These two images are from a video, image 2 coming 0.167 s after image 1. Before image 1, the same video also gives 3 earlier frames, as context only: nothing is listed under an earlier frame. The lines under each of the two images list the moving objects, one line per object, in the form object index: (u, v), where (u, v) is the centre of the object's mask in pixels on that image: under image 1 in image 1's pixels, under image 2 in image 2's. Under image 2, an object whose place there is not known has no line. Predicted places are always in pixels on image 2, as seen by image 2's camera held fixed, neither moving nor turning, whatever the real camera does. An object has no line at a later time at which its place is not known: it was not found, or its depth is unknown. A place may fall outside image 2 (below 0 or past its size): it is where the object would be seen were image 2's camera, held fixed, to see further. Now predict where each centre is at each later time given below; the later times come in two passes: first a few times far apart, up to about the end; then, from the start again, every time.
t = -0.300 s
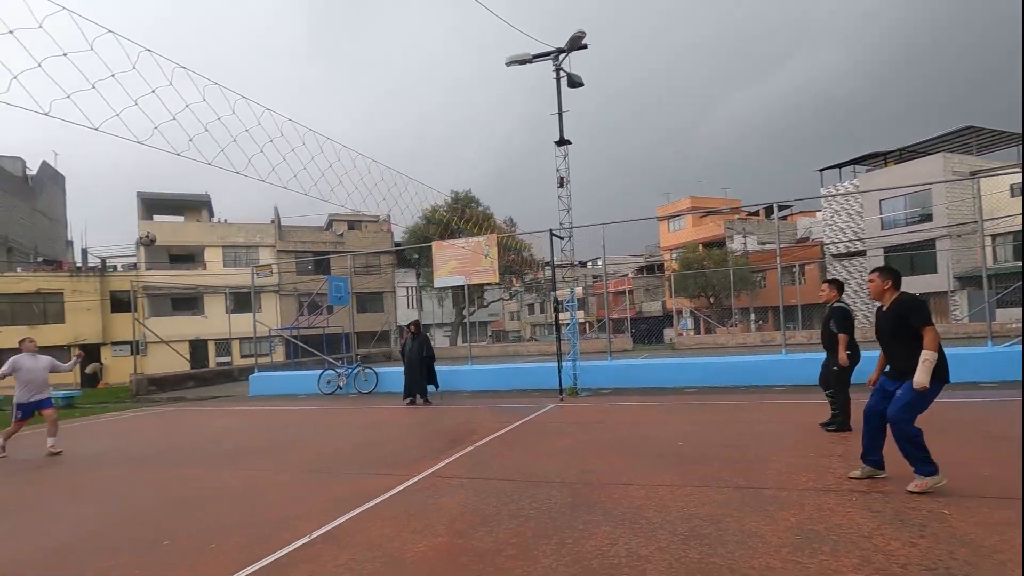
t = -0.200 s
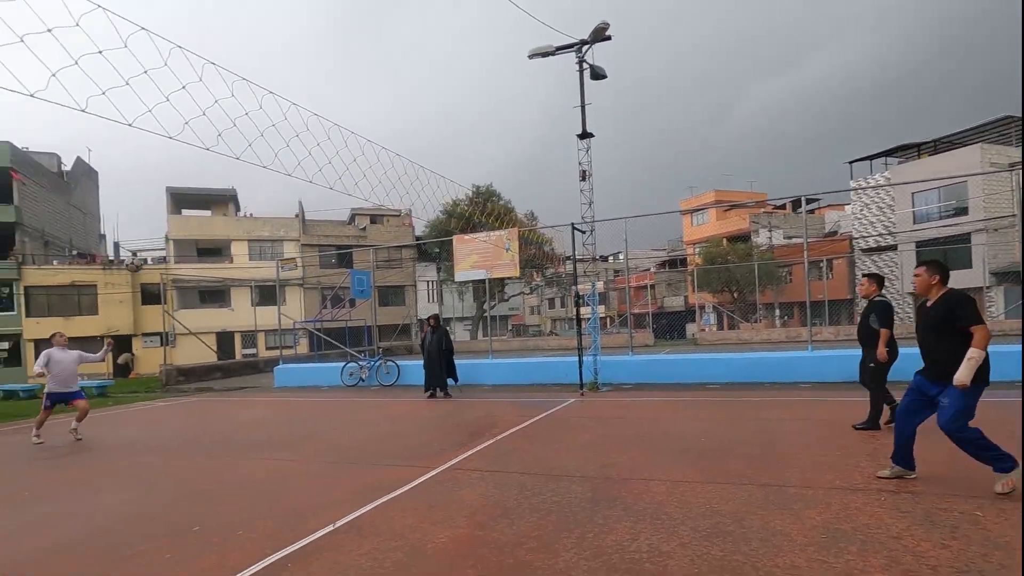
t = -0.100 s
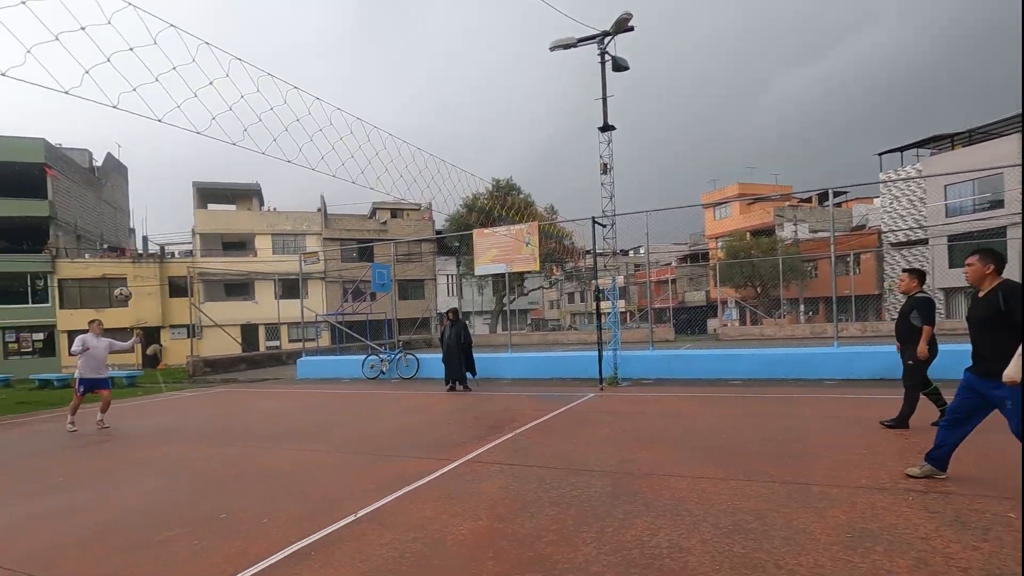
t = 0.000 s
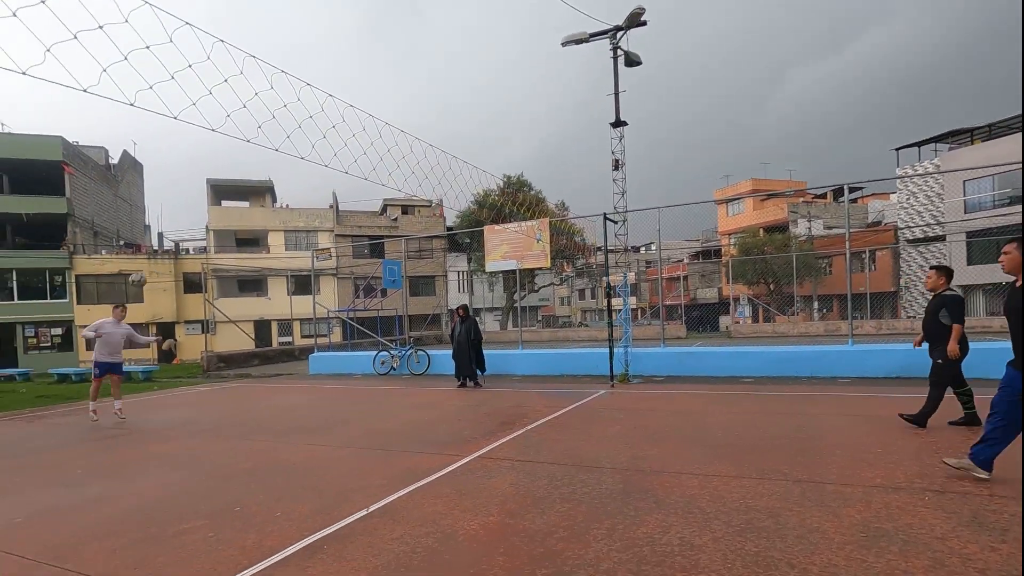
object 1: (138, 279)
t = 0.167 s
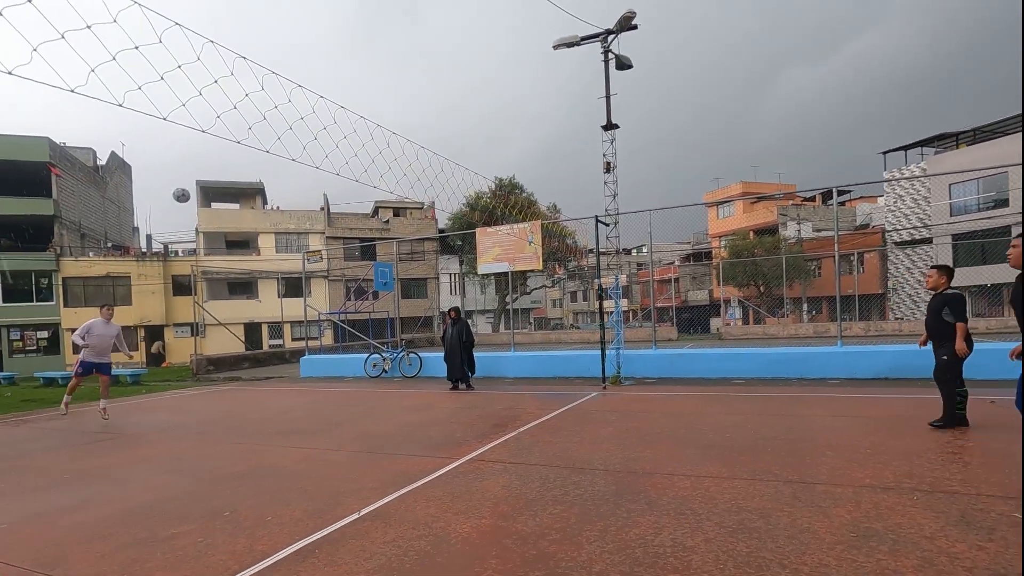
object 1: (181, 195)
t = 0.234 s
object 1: (205, 163)
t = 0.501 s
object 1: (310, 59)
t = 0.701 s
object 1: (399, 7)
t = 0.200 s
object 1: (193, 179)
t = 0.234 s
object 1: (205, 163)
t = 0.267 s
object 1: (217, 148)
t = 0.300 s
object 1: (230, 134)
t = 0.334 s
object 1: (243, 120)
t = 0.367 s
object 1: (256, 107)
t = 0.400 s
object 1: (269, 94)
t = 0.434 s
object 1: (282, 82)
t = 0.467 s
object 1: (296, 70)
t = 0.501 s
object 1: (310, 59)
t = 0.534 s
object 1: (325, 48)
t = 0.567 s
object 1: (339, 39)
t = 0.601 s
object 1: (354, 30)
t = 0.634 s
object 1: (369, 22)
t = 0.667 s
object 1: (384, 14)
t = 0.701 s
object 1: (399, 7)
